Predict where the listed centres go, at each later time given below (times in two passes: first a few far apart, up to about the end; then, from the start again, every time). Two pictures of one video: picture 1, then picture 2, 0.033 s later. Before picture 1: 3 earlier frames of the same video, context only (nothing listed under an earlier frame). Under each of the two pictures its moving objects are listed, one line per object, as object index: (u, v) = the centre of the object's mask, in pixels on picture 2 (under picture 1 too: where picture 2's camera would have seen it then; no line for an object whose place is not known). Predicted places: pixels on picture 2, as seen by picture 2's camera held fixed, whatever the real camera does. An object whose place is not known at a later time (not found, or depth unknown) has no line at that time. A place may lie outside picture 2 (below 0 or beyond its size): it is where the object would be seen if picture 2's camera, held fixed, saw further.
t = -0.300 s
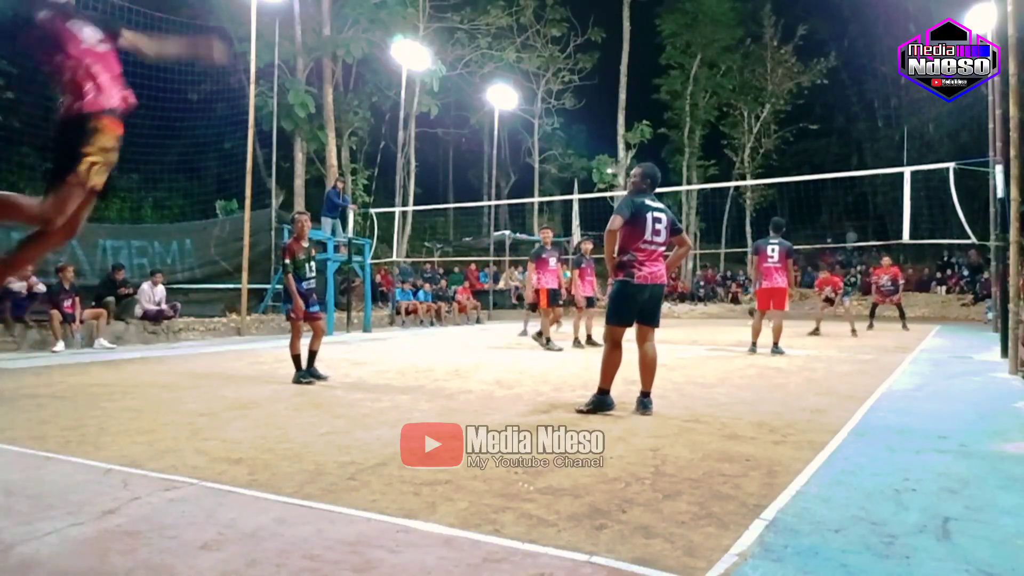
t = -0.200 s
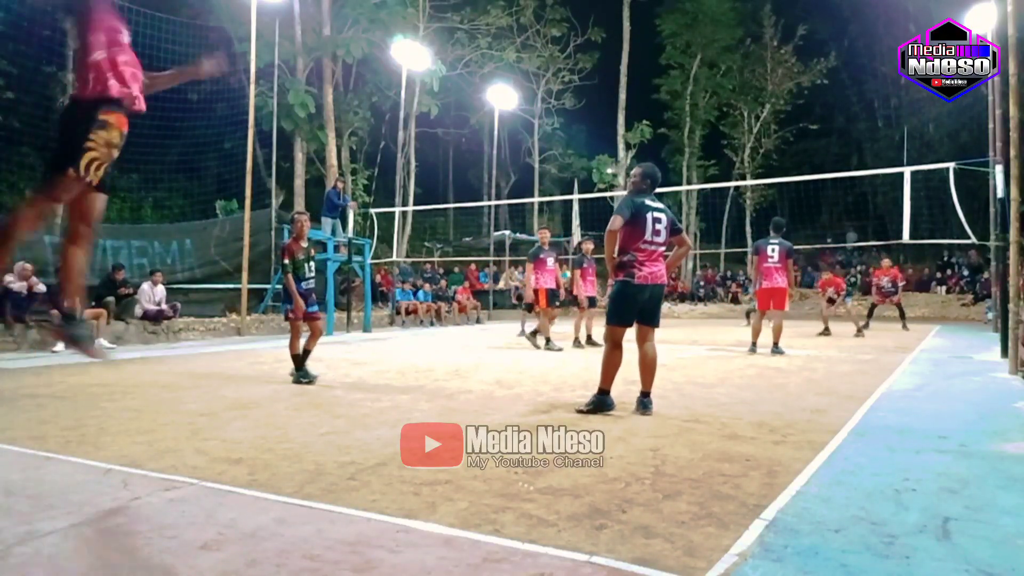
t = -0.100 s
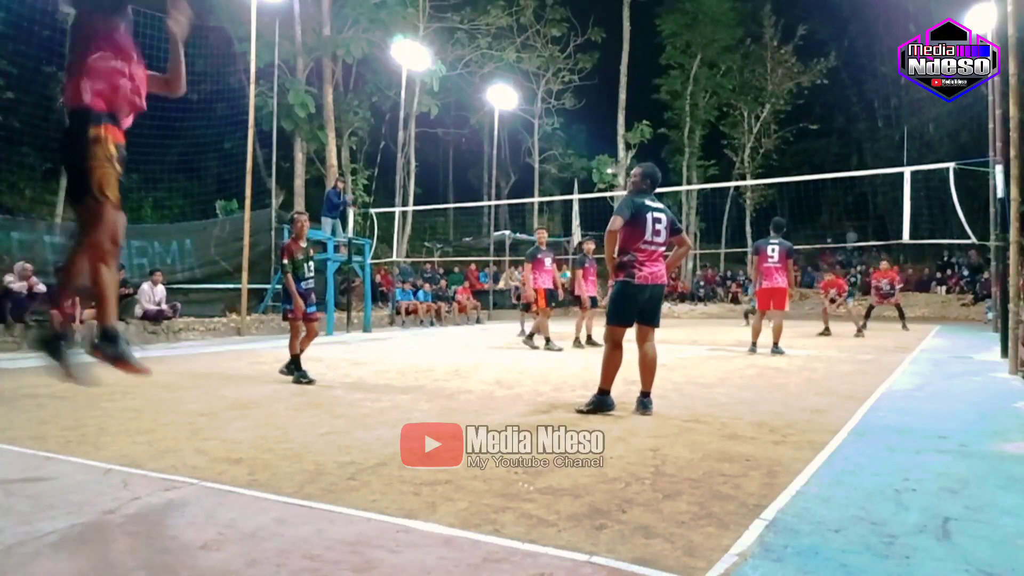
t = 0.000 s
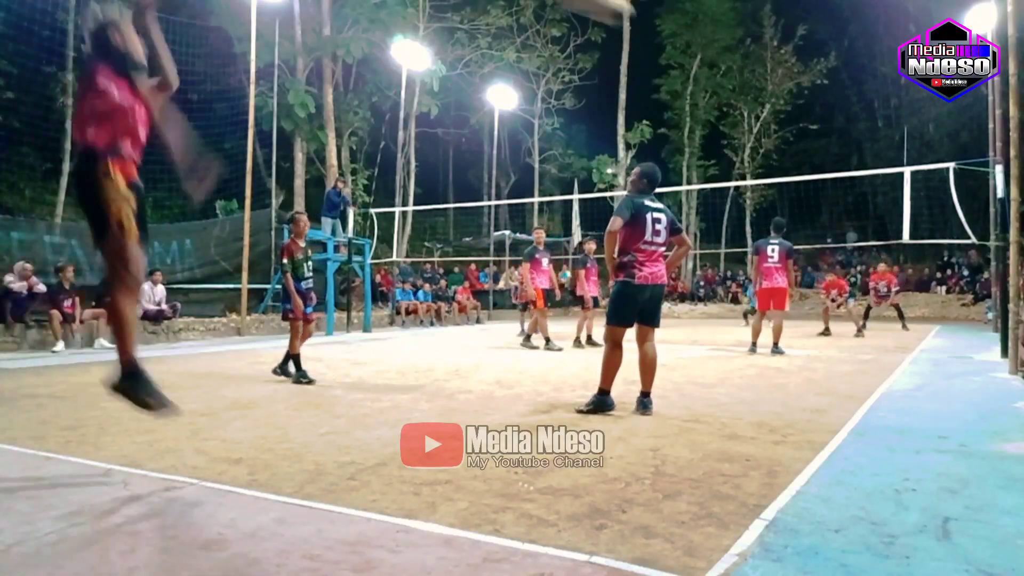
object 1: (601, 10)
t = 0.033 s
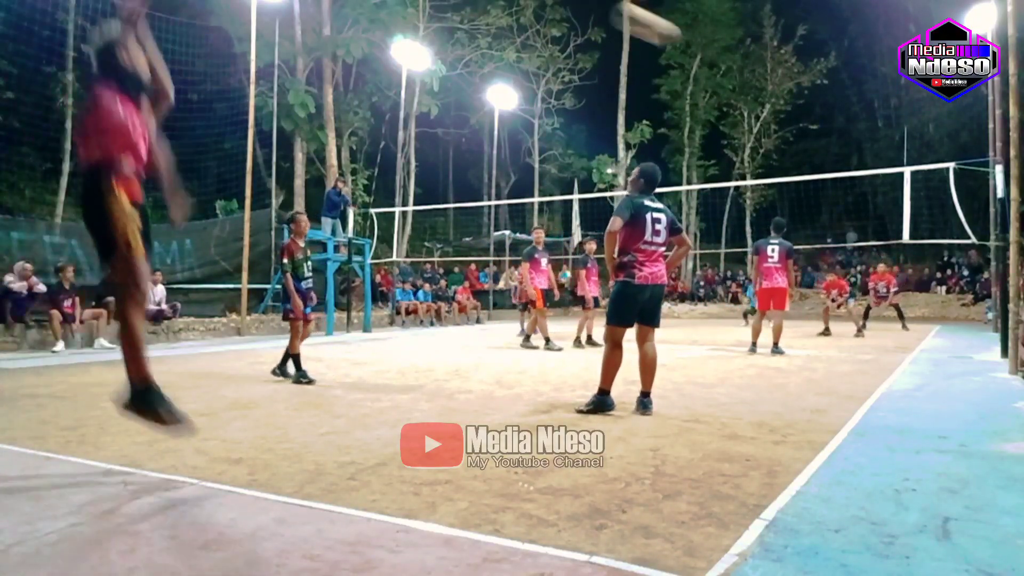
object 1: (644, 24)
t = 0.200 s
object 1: (805, 123)
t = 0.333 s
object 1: (870, 189)
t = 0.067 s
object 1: (688, 46)
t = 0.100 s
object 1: (725, 67)
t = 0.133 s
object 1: (755, 86)
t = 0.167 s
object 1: (782, 104)
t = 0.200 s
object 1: (805, 123)
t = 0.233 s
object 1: (825, 140)
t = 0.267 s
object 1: (842, 156)
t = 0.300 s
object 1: (856, 172)
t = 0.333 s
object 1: (870, 189)
